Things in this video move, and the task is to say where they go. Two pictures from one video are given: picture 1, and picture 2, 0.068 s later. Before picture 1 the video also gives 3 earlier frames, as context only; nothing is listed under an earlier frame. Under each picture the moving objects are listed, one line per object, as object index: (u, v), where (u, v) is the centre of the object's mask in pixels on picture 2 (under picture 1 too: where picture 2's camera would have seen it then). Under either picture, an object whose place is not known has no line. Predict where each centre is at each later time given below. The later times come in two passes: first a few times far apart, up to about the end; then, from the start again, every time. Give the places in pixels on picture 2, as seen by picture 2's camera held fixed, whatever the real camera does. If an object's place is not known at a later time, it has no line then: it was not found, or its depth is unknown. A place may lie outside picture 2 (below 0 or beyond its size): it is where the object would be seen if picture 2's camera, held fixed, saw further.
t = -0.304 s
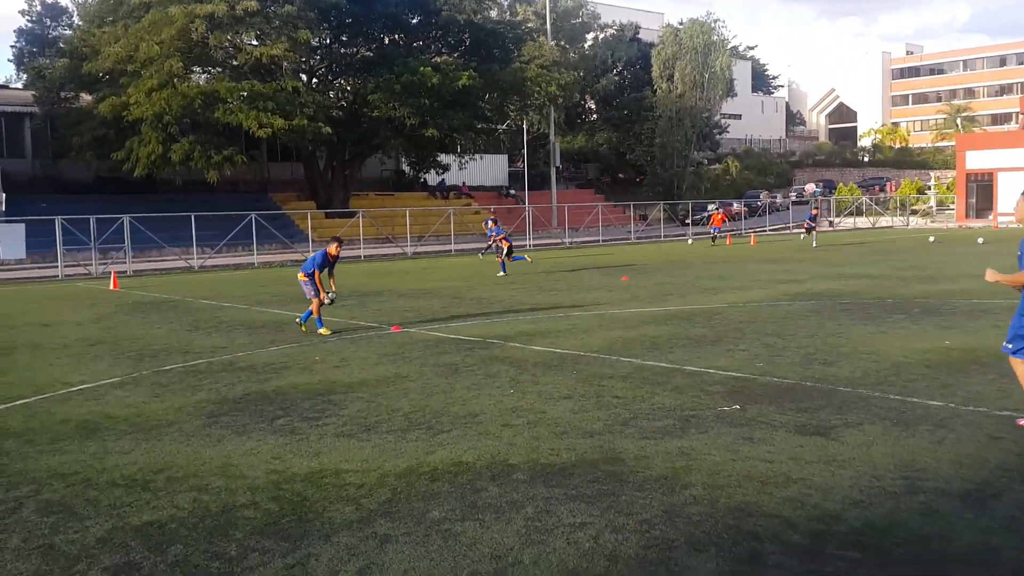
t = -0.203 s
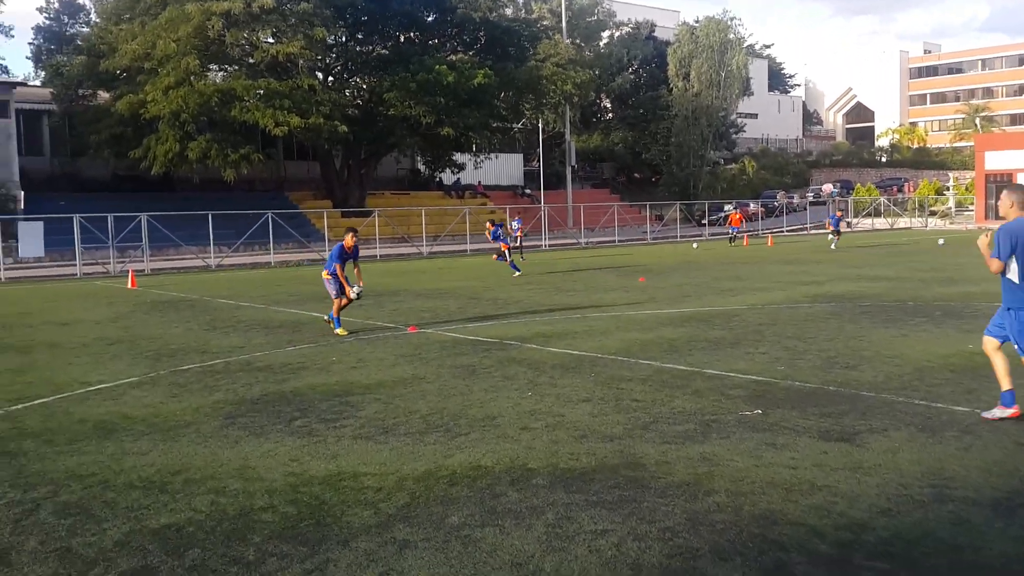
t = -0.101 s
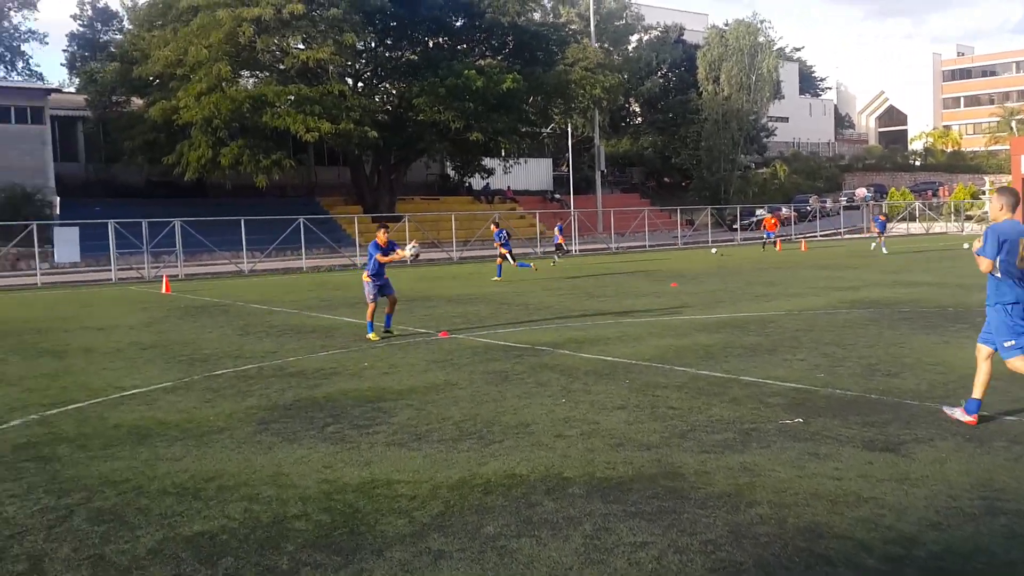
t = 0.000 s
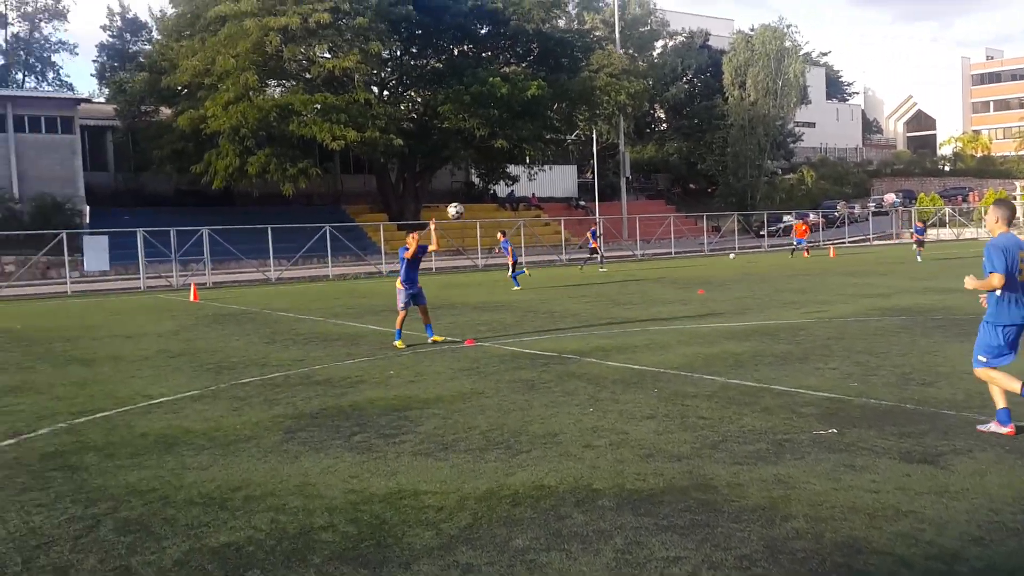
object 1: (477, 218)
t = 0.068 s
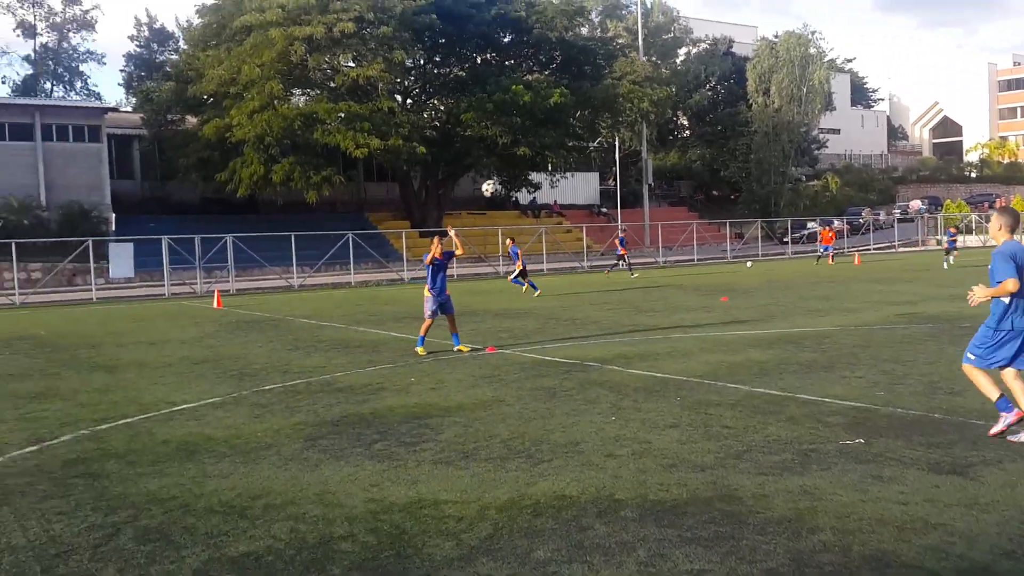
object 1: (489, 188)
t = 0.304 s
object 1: (540, 106)
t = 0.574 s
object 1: (614, 53)
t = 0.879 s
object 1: (716, 62)
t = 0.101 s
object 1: (496, 174)
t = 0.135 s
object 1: (503, 161)
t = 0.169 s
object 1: (510, 148)
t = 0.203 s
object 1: (517, 137)
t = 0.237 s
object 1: (524, 126)
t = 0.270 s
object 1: (532, 116)
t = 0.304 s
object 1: (540, 106)
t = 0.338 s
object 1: (549, 97)
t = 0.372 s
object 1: (557, 89)
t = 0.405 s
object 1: (564, 81)
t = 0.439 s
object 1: (574, 74)
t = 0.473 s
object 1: (583, 67)
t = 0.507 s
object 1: (591, 62)
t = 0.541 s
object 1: (602, 58)
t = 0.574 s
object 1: (614, 53)
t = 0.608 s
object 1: (623, 51)
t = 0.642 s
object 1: (633, 49)
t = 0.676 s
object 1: (645, 47)
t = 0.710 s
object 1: (655, 44)
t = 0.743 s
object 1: (665, 47)
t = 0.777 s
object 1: (679, 50)
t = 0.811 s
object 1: (691, 54)
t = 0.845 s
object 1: (704, 56)
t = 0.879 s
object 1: (716, 62)
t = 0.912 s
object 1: (725, 71)
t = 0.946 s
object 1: (742, 77)
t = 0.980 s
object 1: (756, 90)
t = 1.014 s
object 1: (769, 102)
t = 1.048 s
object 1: (785, 116)
